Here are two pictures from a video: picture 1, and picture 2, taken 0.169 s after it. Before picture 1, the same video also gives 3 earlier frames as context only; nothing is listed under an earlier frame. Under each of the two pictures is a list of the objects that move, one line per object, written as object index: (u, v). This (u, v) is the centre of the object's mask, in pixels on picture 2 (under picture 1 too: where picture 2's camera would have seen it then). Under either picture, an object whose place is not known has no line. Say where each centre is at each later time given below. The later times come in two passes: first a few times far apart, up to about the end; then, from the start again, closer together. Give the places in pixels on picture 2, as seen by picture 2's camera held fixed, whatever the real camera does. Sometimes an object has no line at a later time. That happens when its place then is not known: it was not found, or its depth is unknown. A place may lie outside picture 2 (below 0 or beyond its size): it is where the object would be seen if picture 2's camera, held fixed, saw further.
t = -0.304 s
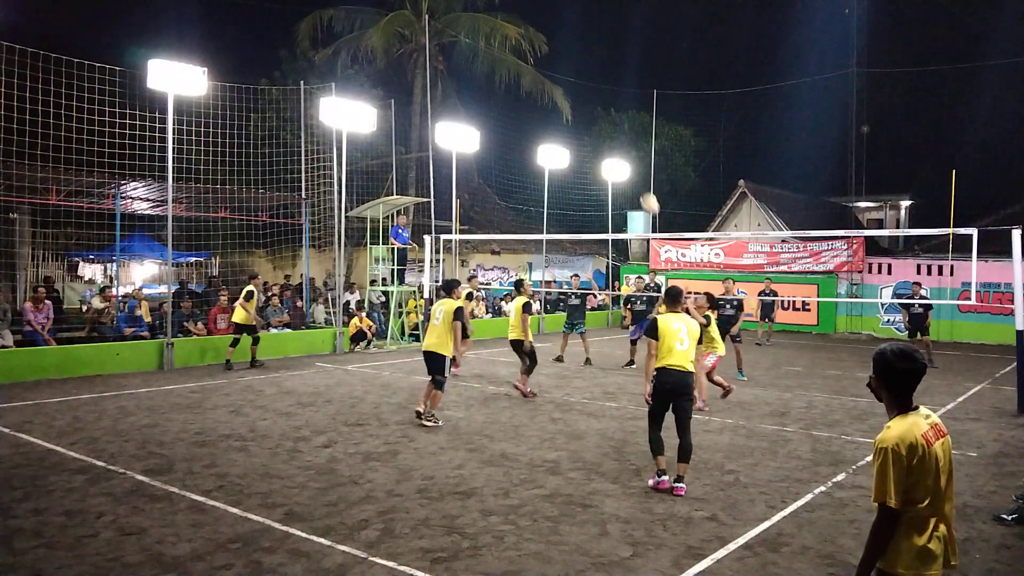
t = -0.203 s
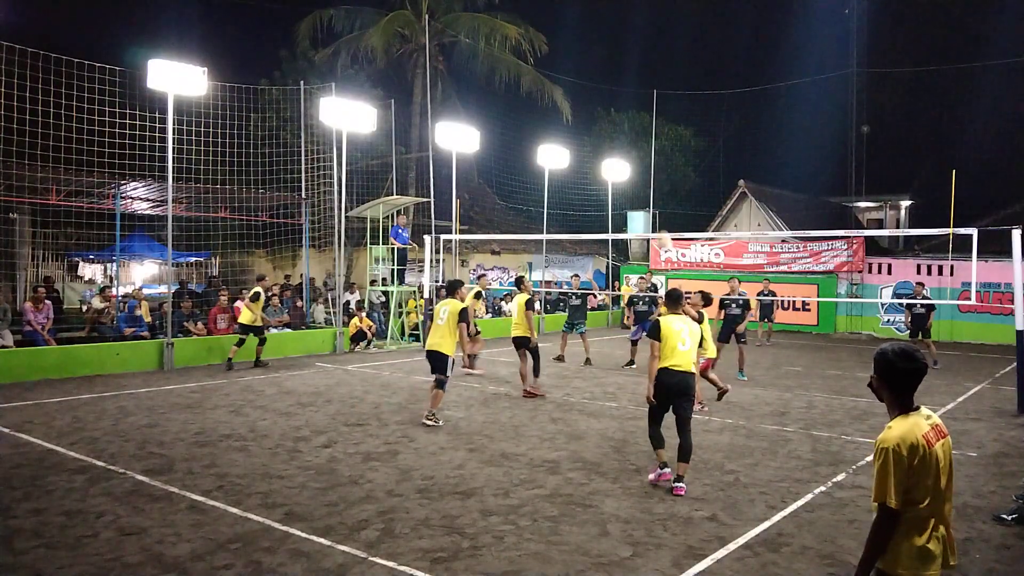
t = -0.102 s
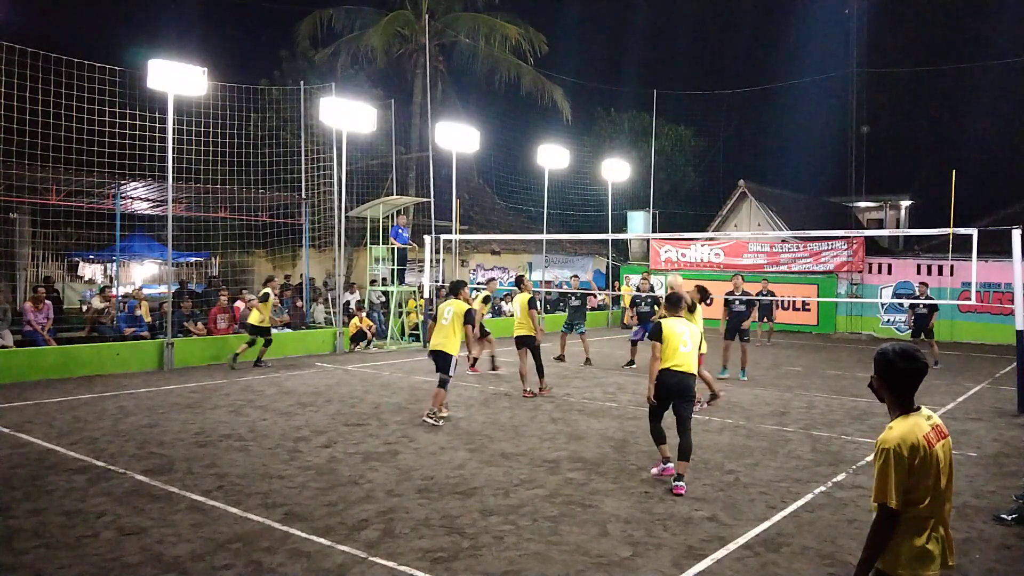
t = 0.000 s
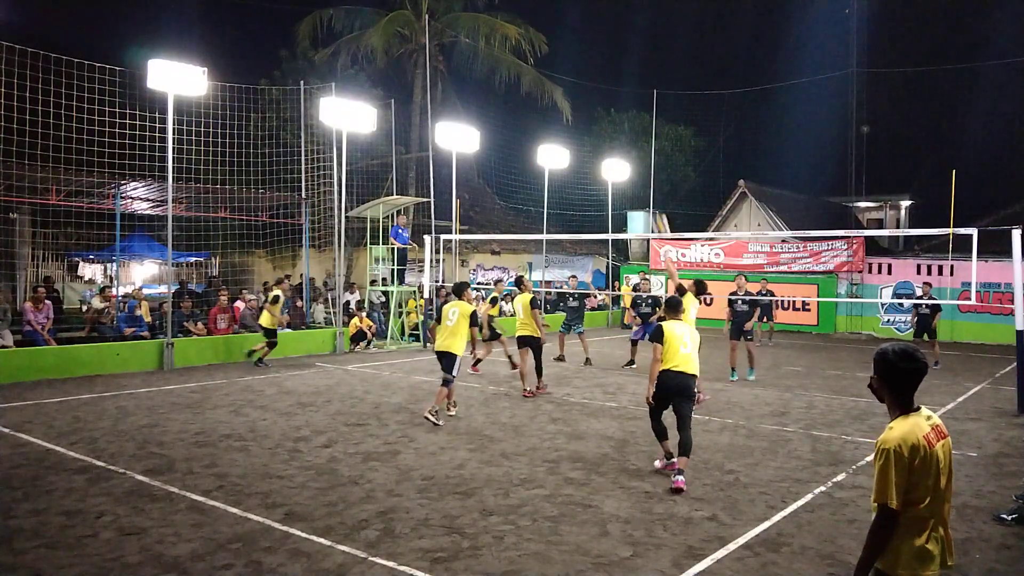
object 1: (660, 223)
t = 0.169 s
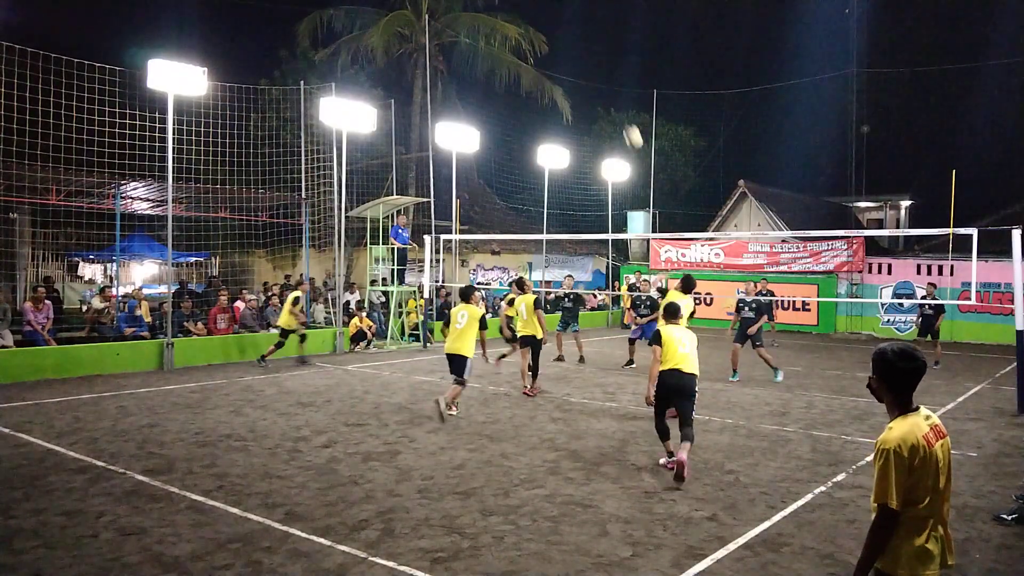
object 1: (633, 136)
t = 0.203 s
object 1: (628, 123)
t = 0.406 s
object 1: (596, 56)
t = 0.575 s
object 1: (570, 26)
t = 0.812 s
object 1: (538, 17)
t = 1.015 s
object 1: (512, 37)
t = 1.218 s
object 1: (488, 80)
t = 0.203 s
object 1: (628, 123)
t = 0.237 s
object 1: (622, 109)
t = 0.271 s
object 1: (617, 96)
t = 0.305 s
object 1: (611, 85)
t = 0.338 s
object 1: (606, 75)
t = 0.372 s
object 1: (601, 65)
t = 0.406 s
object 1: (596, 56)
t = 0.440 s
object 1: (590, 48)
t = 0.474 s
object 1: (585, 41)
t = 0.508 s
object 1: (580, 35)
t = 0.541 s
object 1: (575, 30)
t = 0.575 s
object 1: (570, 26)
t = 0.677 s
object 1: (556, 17)
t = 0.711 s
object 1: (551, 16)
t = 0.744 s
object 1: (547, 16)
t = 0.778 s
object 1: (542, 16)
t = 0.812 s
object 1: (538, 17)
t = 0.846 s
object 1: (533, 19)
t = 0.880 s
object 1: (529, 21)
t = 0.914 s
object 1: (525, 24)
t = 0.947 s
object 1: (521, 28)
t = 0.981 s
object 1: (516, 32)
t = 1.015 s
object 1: (512, 37)
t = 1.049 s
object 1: (508, 43)
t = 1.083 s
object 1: (504, 49)
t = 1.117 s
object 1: (500, 56)
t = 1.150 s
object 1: (496, 64)
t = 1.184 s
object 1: (492, 72)
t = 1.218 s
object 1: (488, 80)
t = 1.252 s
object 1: (485, 89)
